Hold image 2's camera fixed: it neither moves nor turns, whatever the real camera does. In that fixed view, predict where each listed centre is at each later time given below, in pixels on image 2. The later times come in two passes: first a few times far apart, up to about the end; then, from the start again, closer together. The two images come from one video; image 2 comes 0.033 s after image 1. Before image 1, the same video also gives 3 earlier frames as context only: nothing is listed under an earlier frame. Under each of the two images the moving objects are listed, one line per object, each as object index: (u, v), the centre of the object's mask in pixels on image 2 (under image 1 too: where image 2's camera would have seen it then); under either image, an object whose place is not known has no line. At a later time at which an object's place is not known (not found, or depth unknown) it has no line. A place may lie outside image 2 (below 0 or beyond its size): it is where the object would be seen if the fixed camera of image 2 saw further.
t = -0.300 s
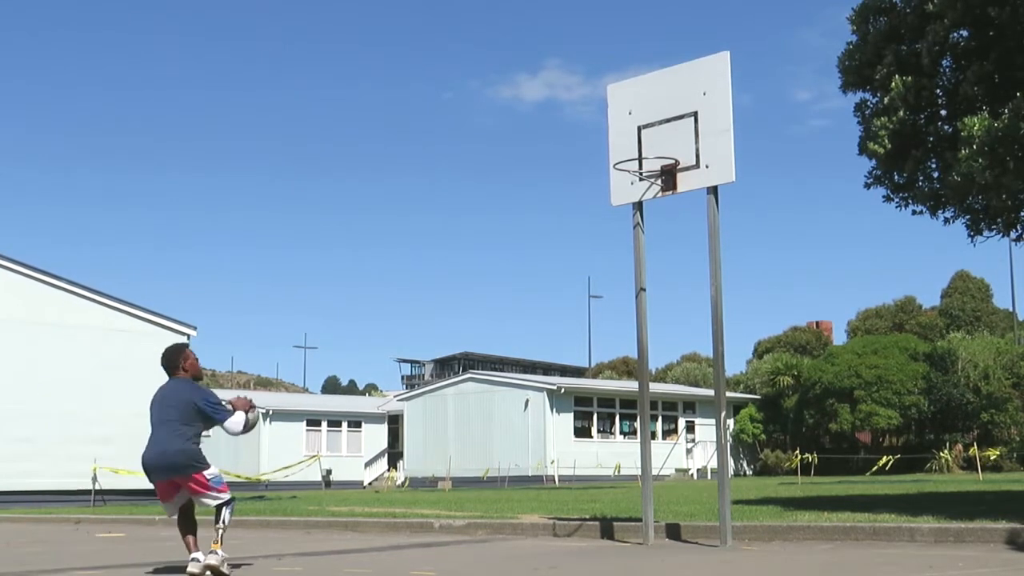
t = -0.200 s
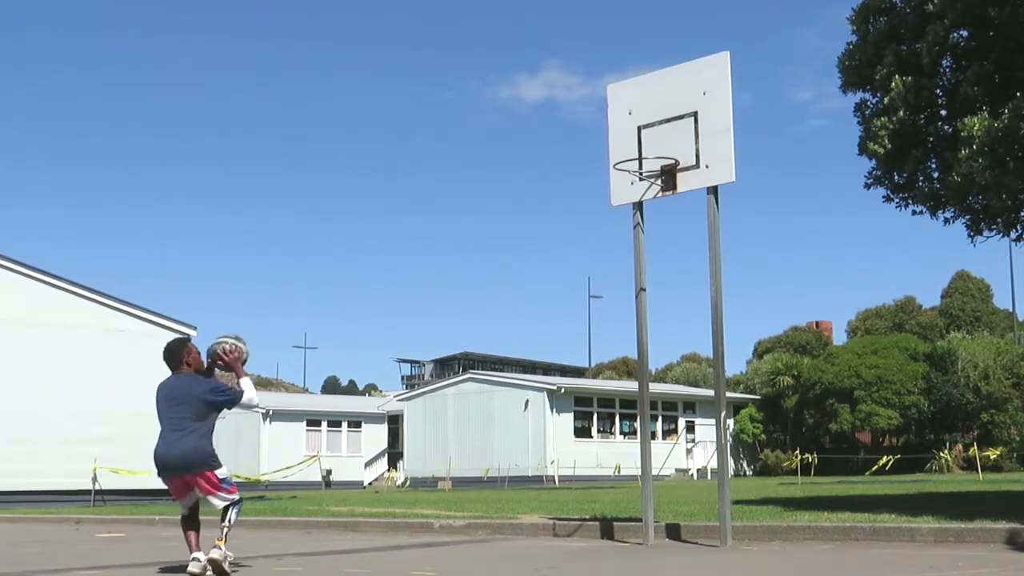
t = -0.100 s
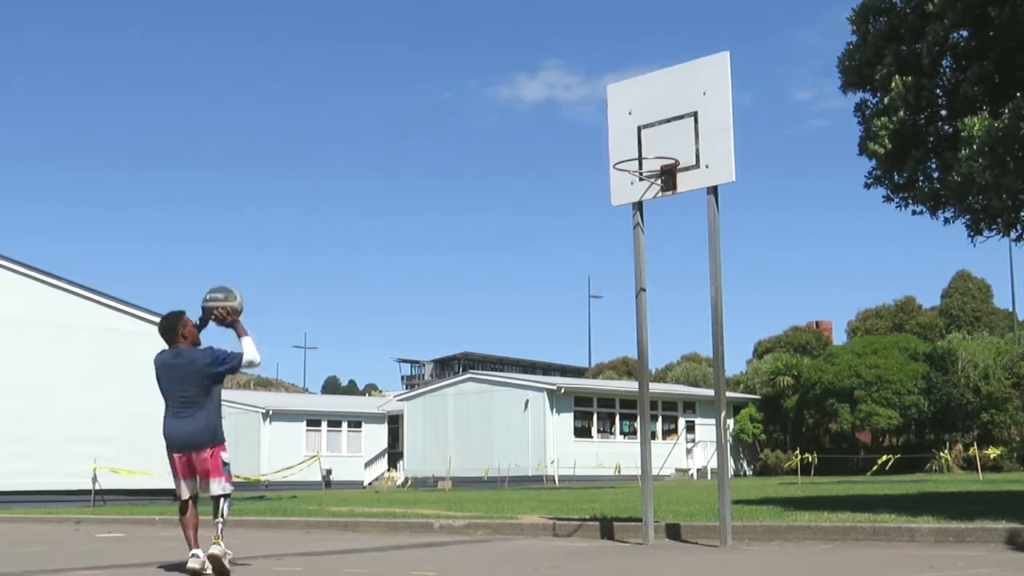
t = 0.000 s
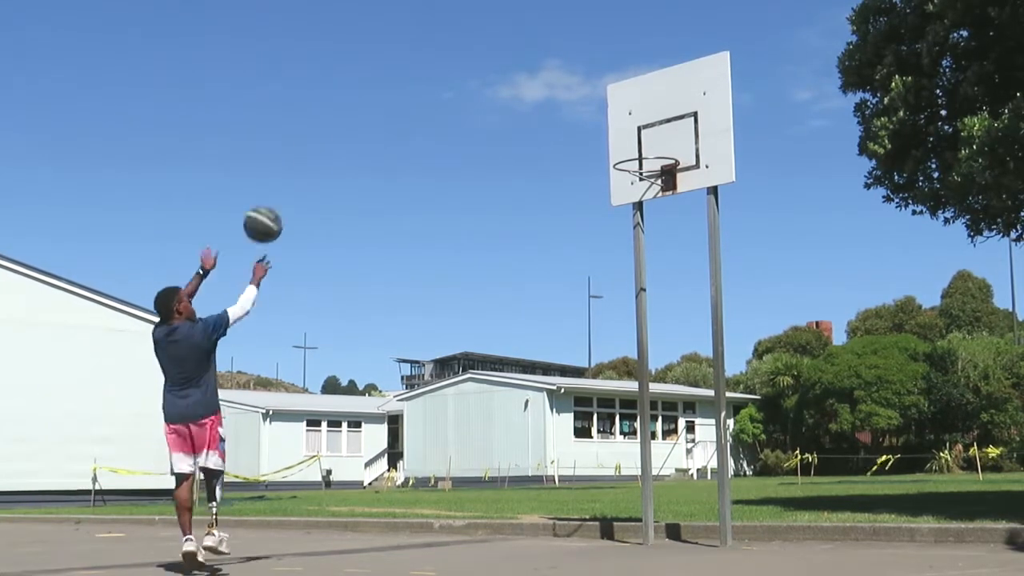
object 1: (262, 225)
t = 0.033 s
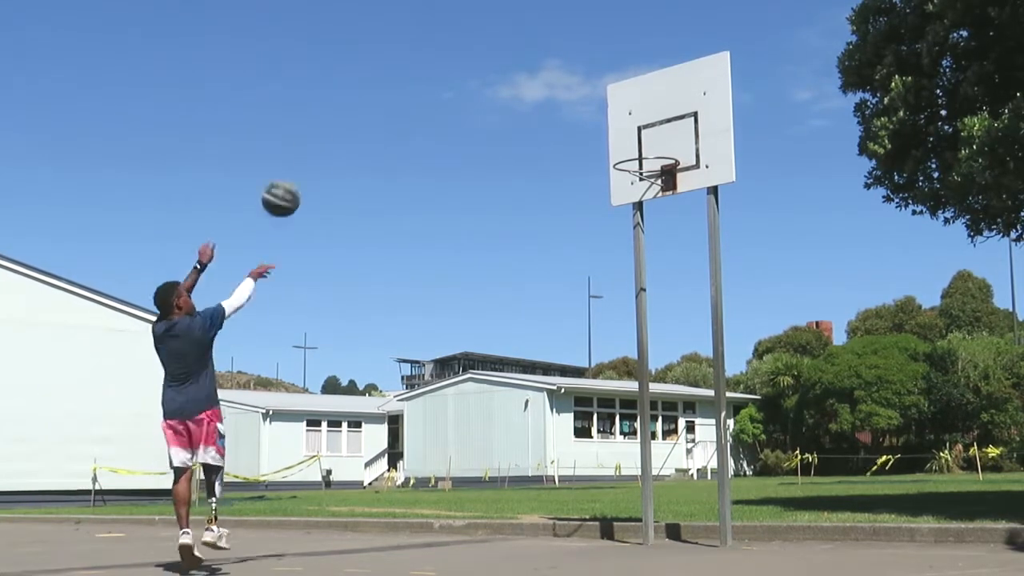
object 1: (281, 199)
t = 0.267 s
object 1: (393, 72)
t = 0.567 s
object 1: (518, 32)
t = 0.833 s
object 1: (617, 92)
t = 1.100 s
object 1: (655, 151)
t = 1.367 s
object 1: (669, 130)
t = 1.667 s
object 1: (643, 180)
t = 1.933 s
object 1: (628, 294)
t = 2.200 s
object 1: (616, 494)
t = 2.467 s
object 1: (609, 383)
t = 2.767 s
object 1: (603, 282)
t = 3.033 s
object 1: (599, 283)
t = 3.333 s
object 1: (597, 383)
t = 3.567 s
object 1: (595, 527)
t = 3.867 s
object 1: (592, 381)
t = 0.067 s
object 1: (298, 175)
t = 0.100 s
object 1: (315, 153)
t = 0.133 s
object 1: (331, 133)
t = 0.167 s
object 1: (348, 116)
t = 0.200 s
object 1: (363, 99)
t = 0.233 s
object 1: (378, 85)
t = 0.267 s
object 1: (393, 72)
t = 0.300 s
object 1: (408, 61)
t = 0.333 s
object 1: (423, 53)
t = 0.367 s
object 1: (437, 46)
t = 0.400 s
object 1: (451, 40)
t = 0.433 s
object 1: (465, 36)
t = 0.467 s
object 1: (479, 33)
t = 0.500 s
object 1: (493, 32)
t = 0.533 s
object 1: (505, 31)
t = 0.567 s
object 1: (518, 32)
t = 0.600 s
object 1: (531, 36)
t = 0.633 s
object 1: (544, 39)
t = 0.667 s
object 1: (556, 45)
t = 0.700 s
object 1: (568, 53)
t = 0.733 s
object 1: (581, 60)
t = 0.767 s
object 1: (594, 70)
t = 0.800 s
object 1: (605, 81)
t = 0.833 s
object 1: (617, 92)
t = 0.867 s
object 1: (629, 105)
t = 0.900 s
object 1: (639, 120)
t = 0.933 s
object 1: (643, 131)
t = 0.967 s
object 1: (636, 142)
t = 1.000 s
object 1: (630, 154)
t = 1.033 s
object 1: (632, 158)
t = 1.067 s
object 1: (644, 154)
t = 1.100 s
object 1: (655, 151)
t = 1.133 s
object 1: (663, 147)
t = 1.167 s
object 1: (666, 141)
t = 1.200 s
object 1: (668, 136)
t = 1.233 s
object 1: (671, 133)
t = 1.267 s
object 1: (674, 131)
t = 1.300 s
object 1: (675, 129)
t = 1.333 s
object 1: (672, 129)
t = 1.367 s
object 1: (669, 130)
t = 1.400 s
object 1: (665, 132)
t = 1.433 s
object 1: (661, 136)
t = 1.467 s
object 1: (658, 140)
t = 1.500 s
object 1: (655, 145)
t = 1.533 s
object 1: (652, 153)
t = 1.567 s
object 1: (650, 160)
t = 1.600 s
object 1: (648, 165)
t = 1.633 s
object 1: (645, 172)
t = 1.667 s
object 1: (643, 180)
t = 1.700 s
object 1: (641, 190)
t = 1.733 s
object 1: (639, 200)
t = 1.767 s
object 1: (637, 212)
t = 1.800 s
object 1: (636, 225)
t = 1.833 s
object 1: (634, 240)
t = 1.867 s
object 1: (632, 256)
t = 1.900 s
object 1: (630, 273)
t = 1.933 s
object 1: (628, 294)
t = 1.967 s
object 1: (626, 313)
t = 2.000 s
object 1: (624, 335)
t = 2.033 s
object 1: (623, 358)
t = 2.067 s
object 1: (622, 382)
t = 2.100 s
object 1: (621, 407)
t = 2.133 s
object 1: (618, 434)
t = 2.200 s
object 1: (616, 494)
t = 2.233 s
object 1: (614, 526)
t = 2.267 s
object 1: (614, 516)
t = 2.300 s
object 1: (613, 490)
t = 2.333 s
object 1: (611, 466)
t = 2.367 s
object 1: (611, 443)
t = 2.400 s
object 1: (610, 422)
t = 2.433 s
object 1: (607, 403)
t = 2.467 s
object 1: (609, 383)
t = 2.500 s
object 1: (606, 367)
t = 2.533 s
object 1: (607, 351)
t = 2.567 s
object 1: (606, 337)
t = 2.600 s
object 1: (606, 325)
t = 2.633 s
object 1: (605, 313)
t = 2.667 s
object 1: (604, 304)
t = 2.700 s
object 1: (604, 295)
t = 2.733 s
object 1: (604, 288)
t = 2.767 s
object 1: (603, 282)
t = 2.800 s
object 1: (603, 278)
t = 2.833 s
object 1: (602, 274)
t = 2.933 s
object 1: (601, 273)
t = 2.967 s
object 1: (600, 275)
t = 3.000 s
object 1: (600, 278)
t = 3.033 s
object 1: (599, 283)
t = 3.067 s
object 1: (599, 289)
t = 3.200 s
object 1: (598, 326)
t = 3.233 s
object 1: (597, 339)
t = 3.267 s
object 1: (597, 353)
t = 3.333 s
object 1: (597, 383)
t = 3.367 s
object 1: (596, 402)
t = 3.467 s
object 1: (596, 464)
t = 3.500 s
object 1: (595, 487)
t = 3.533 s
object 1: (595, 512)
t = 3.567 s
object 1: (595, 527)
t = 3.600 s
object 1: (595, 506)
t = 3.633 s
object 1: (594, 485)
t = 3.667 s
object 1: (594, 465)
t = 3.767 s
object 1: (592, 417)
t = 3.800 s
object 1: (591, 403)
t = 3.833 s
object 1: (592, 390)
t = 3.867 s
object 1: (592, 381)
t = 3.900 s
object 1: (591, 371)
